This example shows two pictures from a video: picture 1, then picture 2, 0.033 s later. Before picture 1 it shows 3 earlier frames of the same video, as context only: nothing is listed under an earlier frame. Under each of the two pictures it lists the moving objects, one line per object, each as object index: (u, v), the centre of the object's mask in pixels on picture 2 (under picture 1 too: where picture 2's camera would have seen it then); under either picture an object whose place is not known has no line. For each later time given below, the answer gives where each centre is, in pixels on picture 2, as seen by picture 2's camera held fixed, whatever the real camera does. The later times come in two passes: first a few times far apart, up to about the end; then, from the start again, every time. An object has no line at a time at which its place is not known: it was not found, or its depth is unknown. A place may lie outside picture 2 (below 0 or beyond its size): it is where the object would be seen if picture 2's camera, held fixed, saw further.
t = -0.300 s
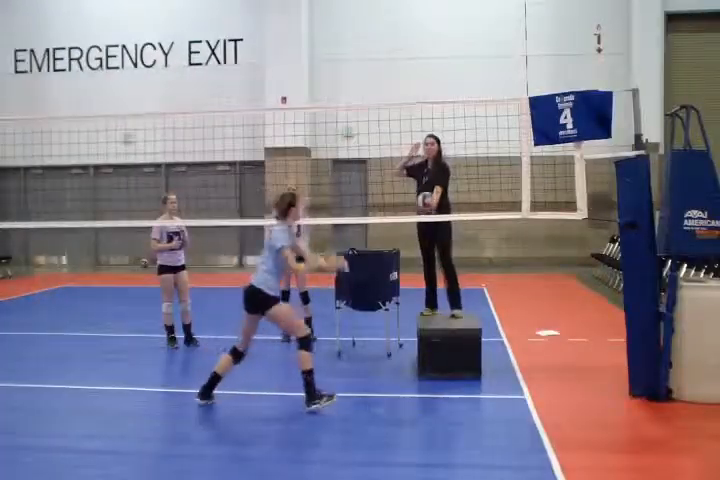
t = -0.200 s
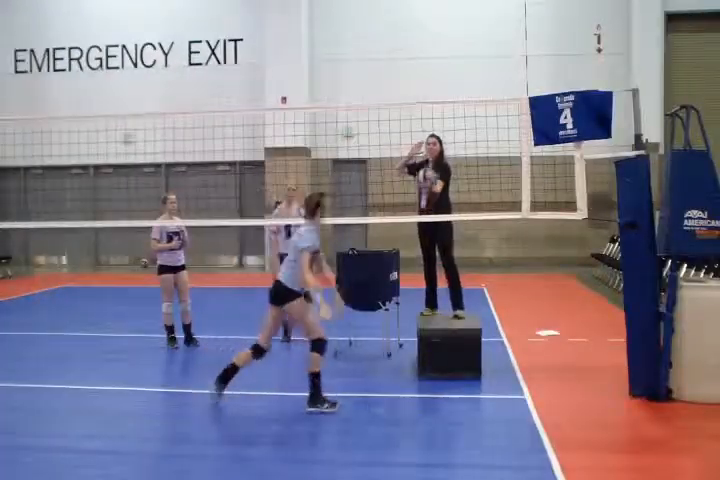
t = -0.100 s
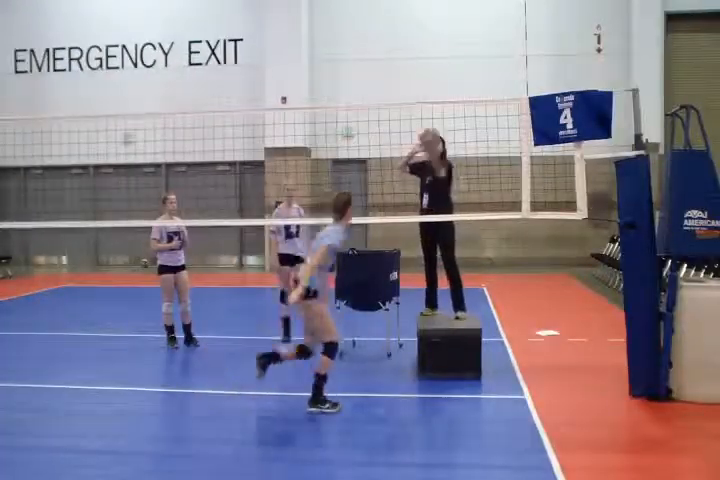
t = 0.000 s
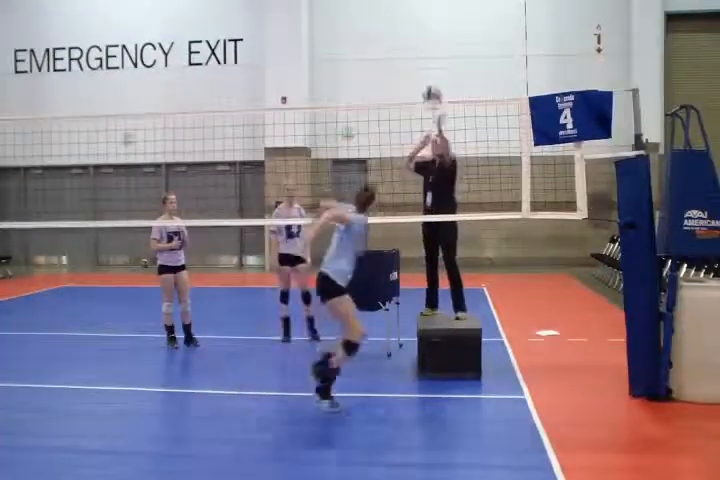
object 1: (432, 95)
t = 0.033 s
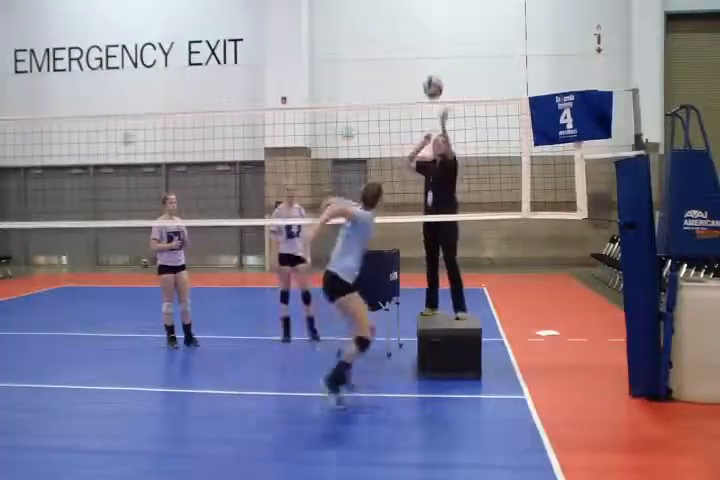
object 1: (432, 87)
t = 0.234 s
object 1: (439, 50)
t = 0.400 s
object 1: (444, 52)
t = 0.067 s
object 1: (433, 78)
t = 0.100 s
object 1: (434, 69)
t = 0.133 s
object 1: (436, 63)
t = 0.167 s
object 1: (437, 58)
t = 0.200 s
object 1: (438, 53)
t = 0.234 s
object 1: (439, 50)
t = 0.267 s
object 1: (440, 48)
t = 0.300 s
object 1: (441, 48)
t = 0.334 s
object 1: (442, 48)
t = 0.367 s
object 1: (443, 50)
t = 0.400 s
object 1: (444, 52)
